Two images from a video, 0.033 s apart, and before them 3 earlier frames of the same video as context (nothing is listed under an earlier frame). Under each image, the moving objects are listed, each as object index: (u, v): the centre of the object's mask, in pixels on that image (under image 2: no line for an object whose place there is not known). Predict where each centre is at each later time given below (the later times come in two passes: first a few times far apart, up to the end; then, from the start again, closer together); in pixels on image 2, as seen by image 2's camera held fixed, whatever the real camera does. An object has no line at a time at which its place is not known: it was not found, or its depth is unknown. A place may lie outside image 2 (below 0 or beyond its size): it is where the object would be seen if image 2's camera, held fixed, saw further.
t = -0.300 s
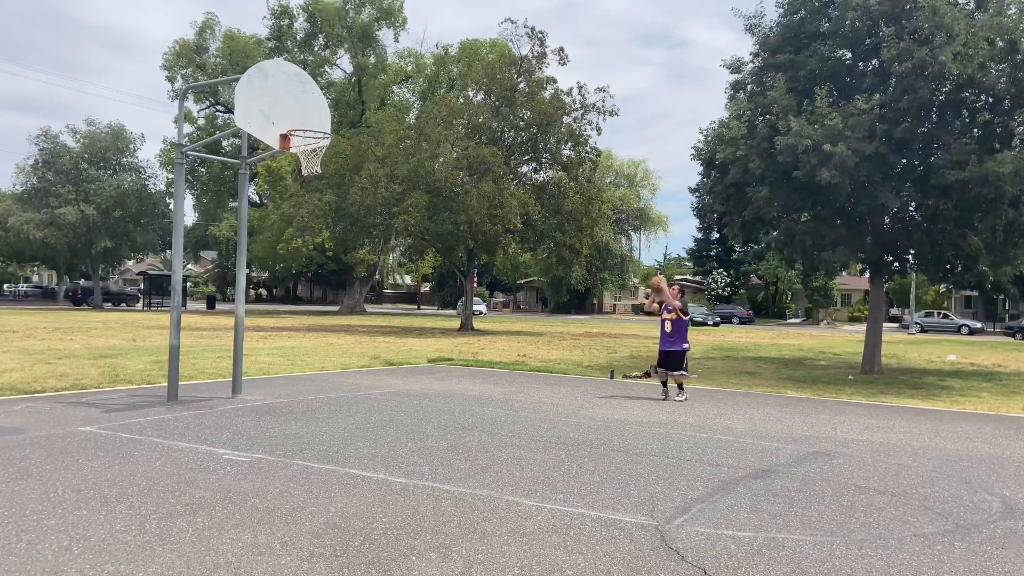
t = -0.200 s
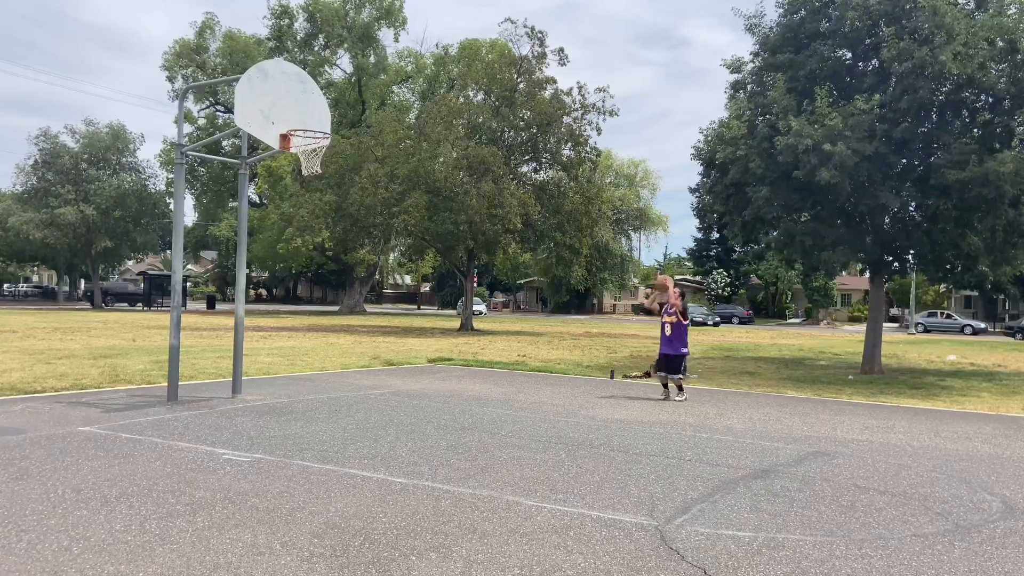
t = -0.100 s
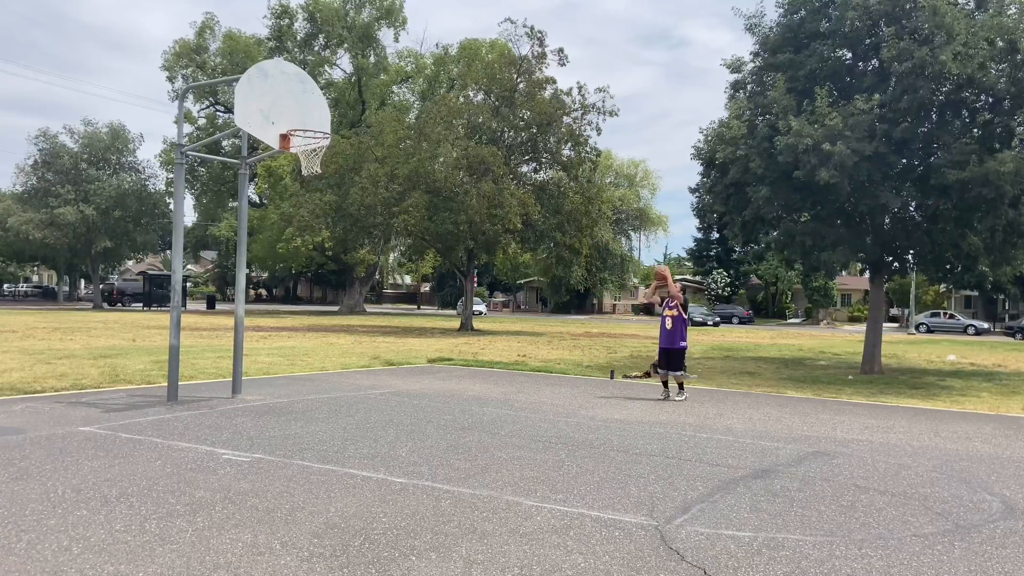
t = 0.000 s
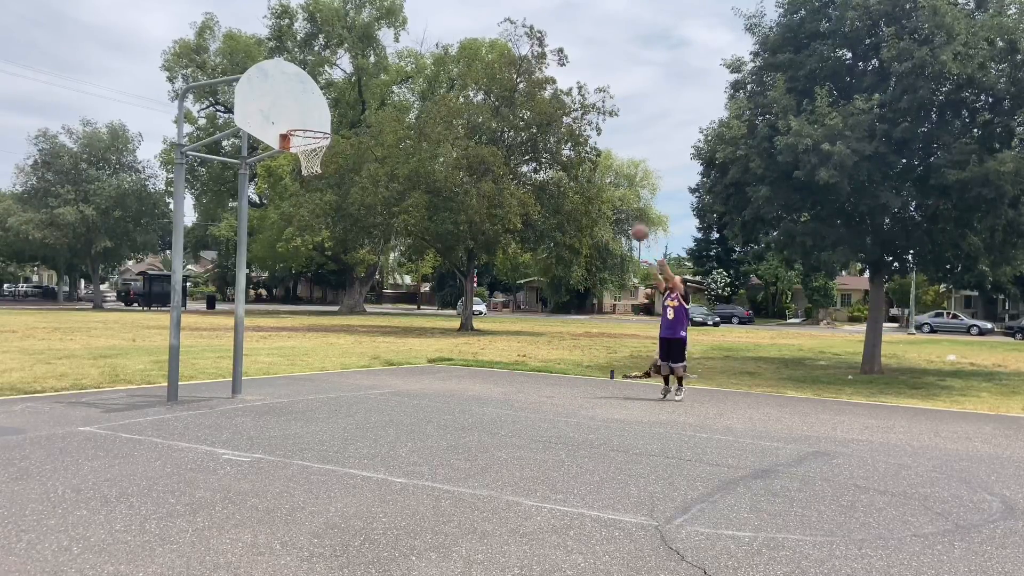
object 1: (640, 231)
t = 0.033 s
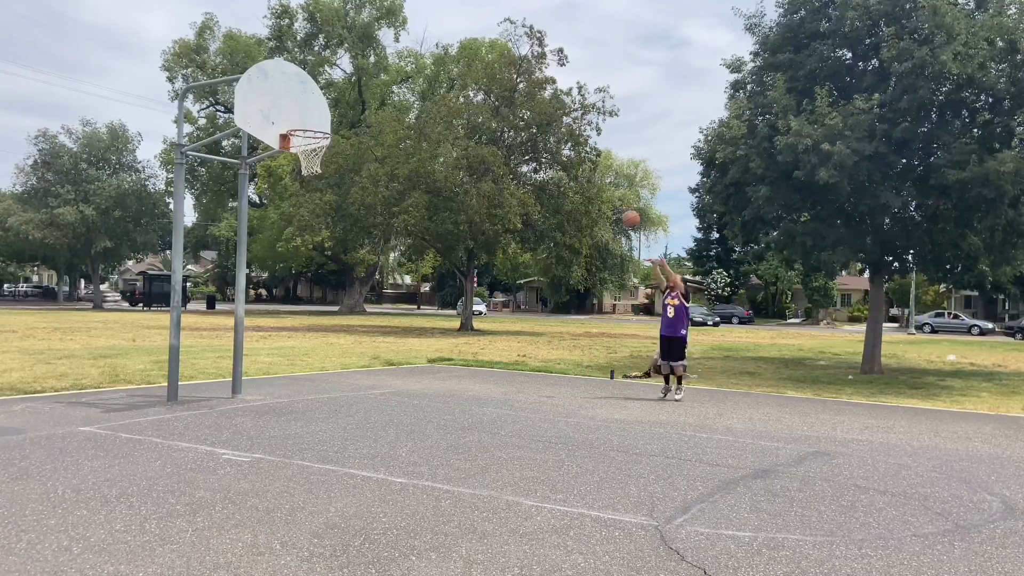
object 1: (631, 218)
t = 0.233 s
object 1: (575, 148)
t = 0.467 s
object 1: (503, 97)
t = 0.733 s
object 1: (411, 78)
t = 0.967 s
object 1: (319, 126)
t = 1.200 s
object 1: (290, 184)
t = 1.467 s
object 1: (280, 291)
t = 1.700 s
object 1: (275, 378)
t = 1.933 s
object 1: (303, 283)
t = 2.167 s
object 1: (327, 245)
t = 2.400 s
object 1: (349, 247)
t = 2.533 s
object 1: (361, 265)
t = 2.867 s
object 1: (386, 363)
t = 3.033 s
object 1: (398, 349)
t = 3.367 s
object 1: (422, 293)
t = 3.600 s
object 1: (436, 300)
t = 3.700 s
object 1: (442, 312)
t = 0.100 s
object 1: (613, 194)
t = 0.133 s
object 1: (604, 179)
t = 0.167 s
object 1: (594, 169)
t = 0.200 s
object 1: (586, 161)
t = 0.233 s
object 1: (575, 148)
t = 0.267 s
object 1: (567, 139)
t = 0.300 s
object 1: (556, 131)
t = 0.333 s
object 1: (545, 121)
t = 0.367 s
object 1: (536, 114)
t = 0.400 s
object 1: (520, 109)
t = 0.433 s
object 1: (513, 103)
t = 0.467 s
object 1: (503, 97)
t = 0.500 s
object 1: (492, 94)
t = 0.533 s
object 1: (481, 89)
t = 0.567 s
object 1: (469, 85)
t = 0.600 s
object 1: (458, 81)
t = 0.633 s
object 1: (446, 81)
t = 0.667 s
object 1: (434, 81)
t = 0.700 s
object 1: (419, 76)
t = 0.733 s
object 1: (411, 78)
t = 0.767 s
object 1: (392, 84)
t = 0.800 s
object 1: (386, 86)
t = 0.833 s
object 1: (374, 95)
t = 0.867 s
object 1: (361, 103)
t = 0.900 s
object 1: (346, 107)
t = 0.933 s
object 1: (334, 118)
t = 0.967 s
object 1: (319, 126)
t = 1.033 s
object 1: (298, 143)
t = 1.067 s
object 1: (298, 152)
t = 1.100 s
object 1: (295, 156)
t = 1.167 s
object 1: (292, 176)
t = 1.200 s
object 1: (290, 184)
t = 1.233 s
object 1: (290, 195)
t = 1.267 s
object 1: (288, 206)
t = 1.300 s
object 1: (286, 219)
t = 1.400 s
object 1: (283, 257)
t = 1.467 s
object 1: (280, 291)
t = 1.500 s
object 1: (278, 307)
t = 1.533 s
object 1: (277, 323)
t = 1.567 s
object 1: (274, 339)
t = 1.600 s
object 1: (272, 358)
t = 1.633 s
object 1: (271, 382)
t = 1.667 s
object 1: (271, 394)
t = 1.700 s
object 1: (275, 378)
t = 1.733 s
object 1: (279, 361)
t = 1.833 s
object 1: (291, 319)
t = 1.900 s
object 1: (299, 296)
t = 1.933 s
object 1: (303, 283)
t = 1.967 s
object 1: (306, 274)
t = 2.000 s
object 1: (310, 269)
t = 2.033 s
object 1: (314, 263)
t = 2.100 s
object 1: (320, 253)
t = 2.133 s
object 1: (324, 247)
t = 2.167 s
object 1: (327, 245)
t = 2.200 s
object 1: (330, 243)
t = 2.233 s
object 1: (334, 241)
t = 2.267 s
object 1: (337, 241)
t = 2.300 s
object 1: (340, 241)
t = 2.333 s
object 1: (343, 242)
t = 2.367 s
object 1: (347, 244)
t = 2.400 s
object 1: (349, 247)
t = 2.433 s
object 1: (352, 250)
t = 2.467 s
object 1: (355, 255)
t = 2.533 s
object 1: (361, 265)
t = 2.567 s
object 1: (363, 272)
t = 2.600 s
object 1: (366, 280)
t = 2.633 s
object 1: (368, 286)
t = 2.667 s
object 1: (371, 295)
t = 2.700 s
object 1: (374, 305)
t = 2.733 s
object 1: (376, 315)
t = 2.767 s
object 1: (378, 327)
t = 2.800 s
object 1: (381, 338)
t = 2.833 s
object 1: (384, 350)
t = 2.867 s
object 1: (386, 363)
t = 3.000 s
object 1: (395, 358)
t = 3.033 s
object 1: (398, 349)
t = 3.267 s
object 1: (415, 301)
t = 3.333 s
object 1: (420, 296)
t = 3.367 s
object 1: (422, 293)
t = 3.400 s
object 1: (424, 292)
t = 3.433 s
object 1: (426, 292)
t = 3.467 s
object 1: (428, 292)
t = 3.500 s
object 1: (431, 293)
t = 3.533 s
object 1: (432, 295)
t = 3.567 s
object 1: (435, 297)
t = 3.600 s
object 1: (436, 300)
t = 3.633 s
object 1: (438, 303)
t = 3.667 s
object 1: (440, 308)
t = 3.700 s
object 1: (442, 312)
